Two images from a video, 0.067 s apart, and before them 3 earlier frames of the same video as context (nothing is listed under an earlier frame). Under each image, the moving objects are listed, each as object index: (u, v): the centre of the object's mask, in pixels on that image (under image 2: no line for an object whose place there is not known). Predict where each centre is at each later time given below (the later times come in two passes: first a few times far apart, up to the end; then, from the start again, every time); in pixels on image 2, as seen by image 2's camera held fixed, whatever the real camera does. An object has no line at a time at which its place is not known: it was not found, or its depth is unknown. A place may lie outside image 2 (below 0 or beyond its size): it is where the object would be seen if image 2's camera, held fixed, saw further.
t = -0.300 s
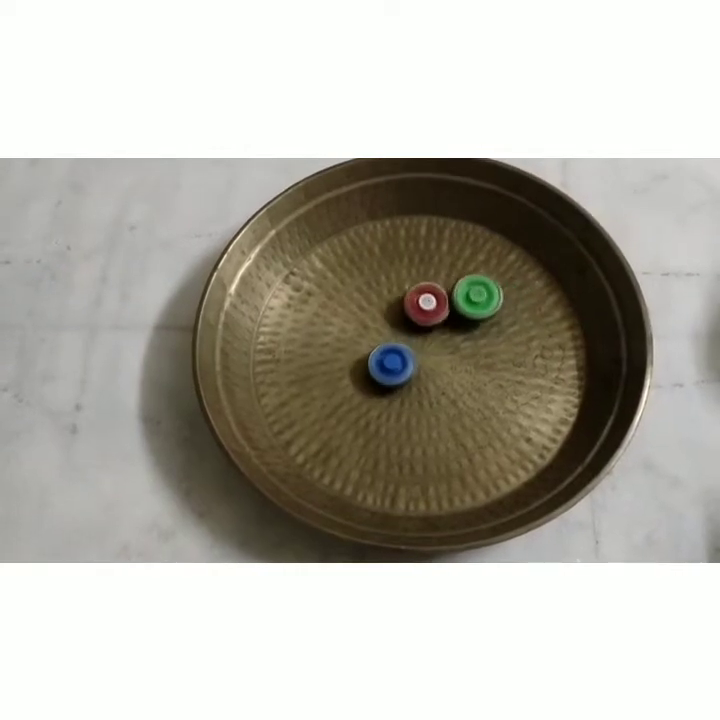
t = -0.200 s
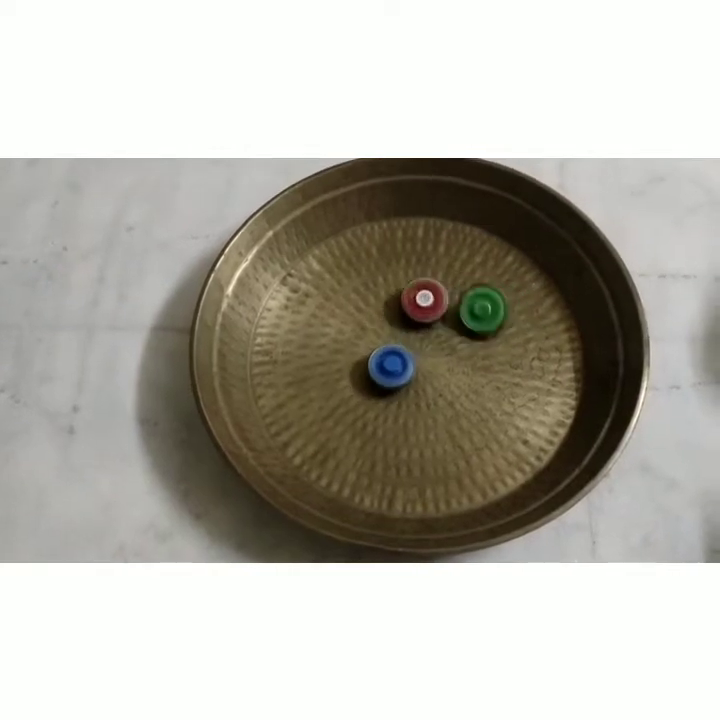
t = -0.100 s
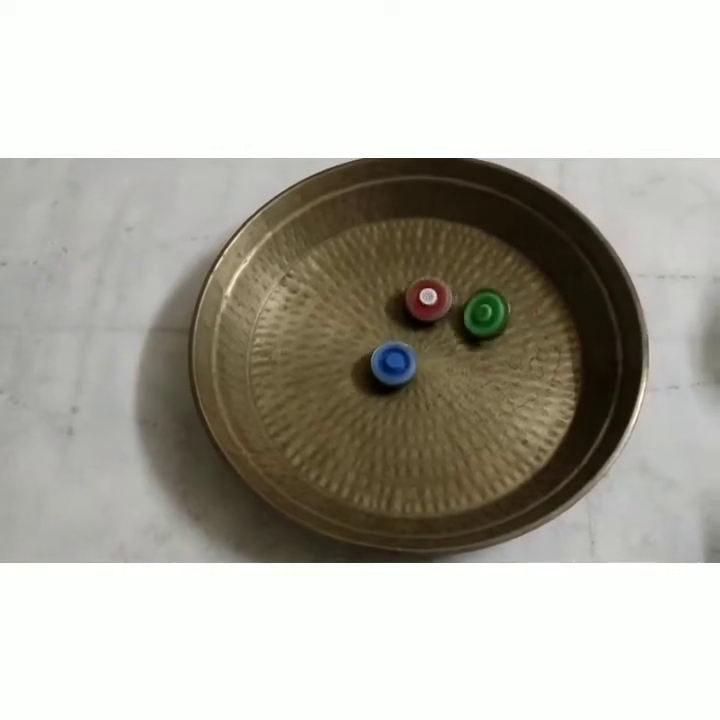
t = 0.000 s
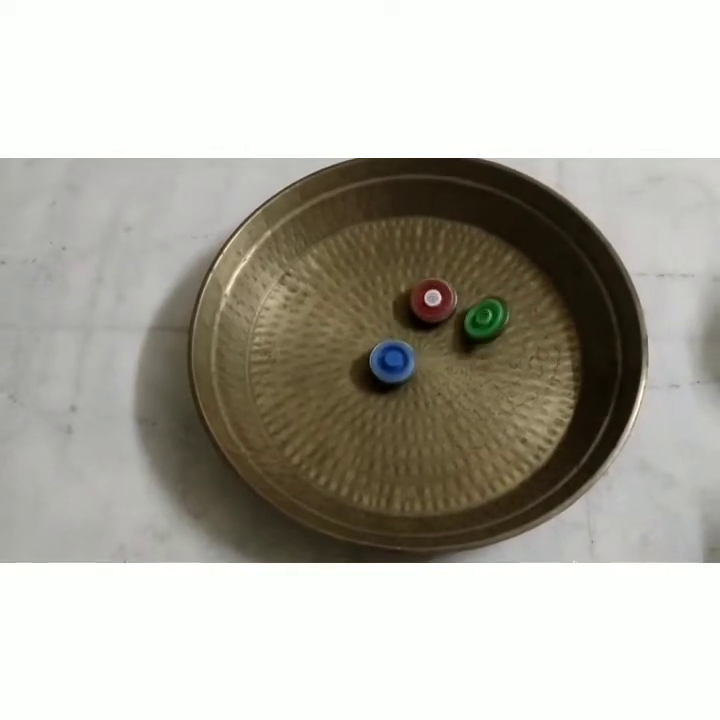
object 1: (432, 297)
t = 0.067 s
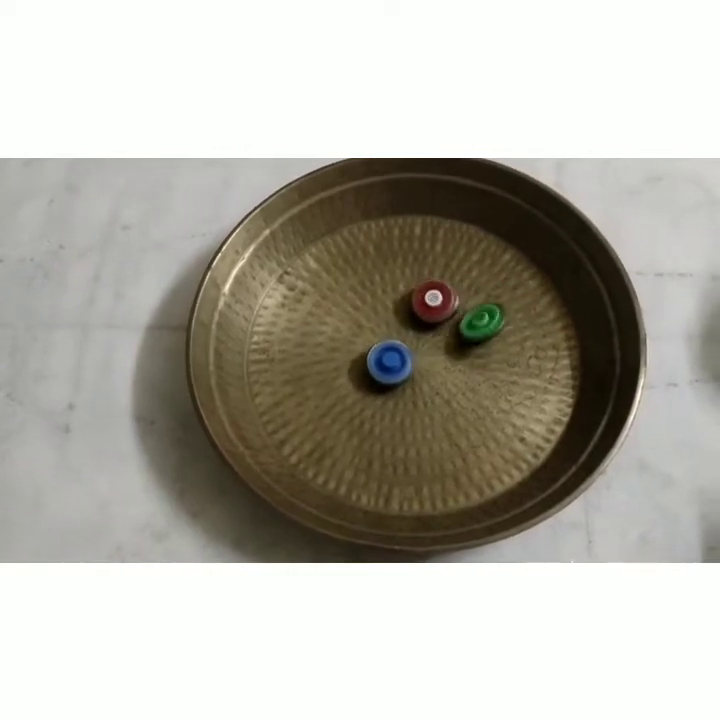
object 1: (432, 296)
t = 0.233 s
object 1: (435, 297)
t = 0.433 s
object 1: (430, 296)
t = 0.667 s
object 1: (423, 295)
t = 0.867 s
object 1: (420, 294)
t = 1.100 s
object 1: (420, 291)
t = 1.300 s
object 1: (420, 293)
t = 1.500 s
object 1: (418, 297)
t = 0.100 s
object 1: (433, 297)
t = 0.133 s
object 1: (434, 297)
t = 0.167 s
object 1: (436, 303)
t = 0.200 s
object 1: (436, 303)
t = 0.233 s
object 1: (435, 297)
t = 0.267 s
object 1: (434, 298)
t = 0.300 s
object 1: (434, 297)
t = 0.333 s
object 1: (434, 298)
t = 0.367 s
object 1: (432, 297)
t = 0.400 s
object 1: (431, 297)
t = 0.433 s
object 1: (430, 296)
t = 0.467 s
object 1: (429, 297)
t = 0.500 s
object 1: (429, 296)
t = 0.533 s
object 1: (428, 298)
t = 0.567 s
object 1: (426, 297)
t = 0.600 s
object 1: (425, 296)
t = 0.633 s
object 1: (424, 296)
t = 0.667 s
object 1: (423, 295)
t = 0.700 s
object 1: (423, 295)
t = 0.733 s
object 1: (422, 296)
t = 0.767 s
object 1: (421, 294)
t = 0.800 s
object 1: (421, 294)
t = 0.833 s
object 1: (419, 295)
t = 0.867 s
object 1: (420, 294)
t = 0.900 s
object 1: (420, 293)
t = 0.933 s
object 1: (420, 293)
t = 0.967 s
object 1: (422, 292)
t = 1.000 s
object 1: (421, 292)
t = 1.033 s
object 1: (420, 291)
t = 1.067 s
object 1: (421, 291)
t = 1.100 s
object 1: (420, 291)
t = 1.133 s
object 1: (420, 290)
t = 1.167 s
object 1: (421, 290)
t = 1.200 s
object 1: (420, 292)
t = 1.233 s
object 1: (419, 291)
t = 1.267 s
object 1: (420, 293)
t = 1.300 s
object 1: (420, 293)
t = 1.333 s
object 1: (420, 293)
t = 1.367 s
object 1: (421, 295)
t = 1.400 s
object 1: (419, 295)
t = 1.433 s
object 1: (419, 295)
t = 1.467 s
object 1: (419, 296)
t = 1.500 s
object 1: (418, 297)
